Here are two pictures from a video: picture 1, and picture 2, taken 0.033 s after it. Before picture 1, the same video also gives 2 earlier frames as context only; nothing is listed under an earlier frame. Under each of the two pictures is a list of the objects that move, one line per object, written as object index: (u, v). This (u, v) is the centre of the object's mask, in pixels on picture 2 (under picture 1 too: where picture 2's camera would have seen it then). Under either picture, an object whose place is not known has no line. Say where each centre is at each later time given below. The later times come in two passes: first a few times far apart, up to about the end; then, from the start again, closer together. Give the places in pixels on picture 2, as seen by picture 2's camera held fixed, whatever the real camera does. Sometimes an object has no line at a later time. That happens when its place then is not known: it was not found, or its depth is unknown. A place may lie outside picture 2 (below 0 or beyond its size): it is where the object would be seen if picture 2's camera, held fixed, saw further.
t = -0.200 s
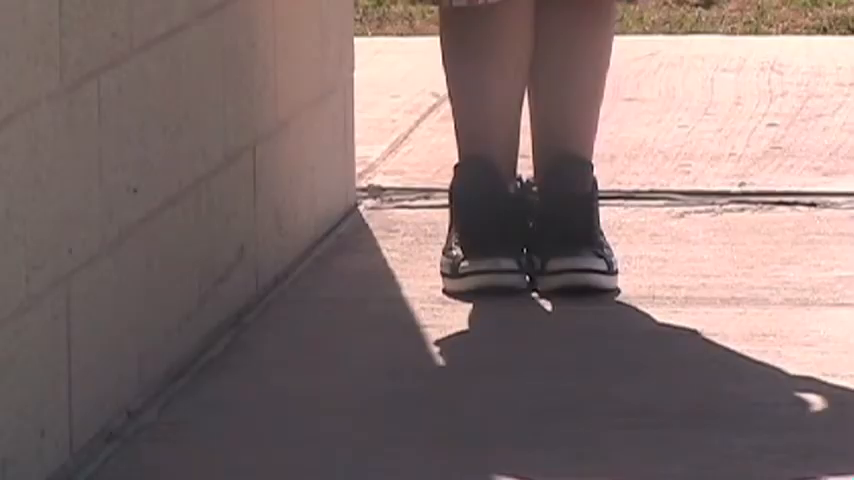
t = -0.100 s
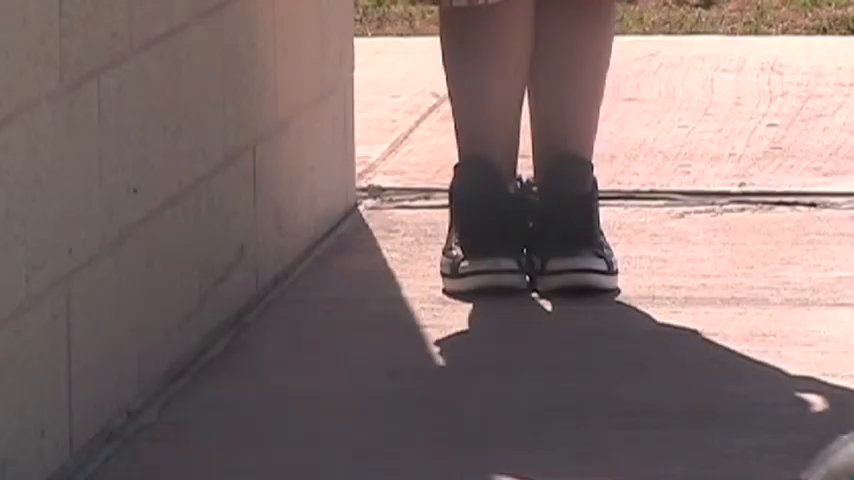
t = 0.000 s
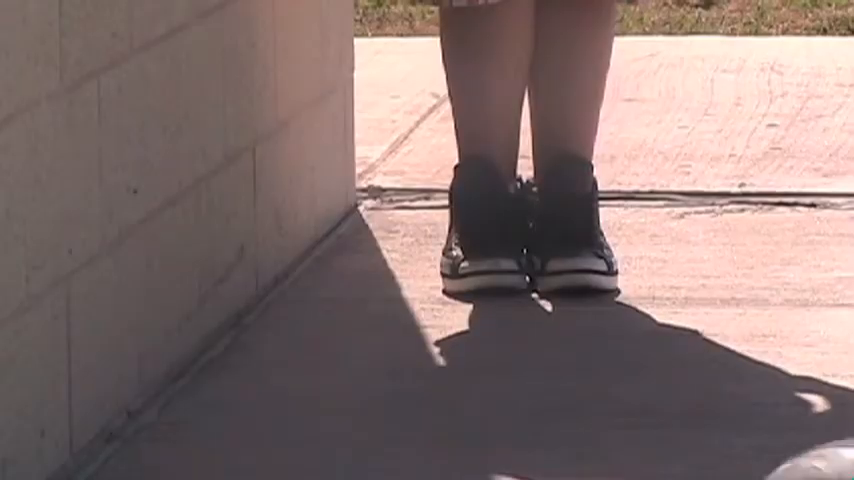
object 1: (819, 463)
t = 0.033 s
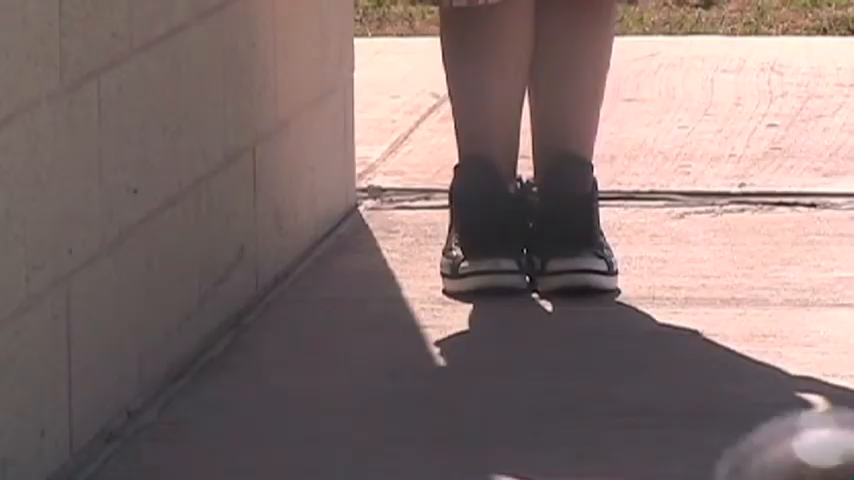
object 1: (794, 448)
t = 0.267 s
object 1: (707, 408)
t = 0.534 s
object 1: (610, 341)
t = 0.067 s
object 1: (778, 434)
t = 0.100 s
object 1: (767, 427)
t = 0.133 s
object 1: (758, 423)
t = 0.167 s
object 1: (748, 425)
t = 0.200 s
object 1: (737, 428)
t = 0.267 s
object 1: (707, 408)
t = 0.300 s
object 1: (692, 402)
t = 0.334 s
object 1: (682, 402)
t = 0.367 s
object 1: (668, 399)
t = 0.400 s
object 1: (653, 380)
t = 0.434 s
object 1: (642, 362)
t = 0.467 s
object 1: (628, 358)
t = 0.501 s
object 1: (619, 360)
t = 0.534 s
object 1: (610, 341)
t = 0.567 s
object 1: (599, 323)
